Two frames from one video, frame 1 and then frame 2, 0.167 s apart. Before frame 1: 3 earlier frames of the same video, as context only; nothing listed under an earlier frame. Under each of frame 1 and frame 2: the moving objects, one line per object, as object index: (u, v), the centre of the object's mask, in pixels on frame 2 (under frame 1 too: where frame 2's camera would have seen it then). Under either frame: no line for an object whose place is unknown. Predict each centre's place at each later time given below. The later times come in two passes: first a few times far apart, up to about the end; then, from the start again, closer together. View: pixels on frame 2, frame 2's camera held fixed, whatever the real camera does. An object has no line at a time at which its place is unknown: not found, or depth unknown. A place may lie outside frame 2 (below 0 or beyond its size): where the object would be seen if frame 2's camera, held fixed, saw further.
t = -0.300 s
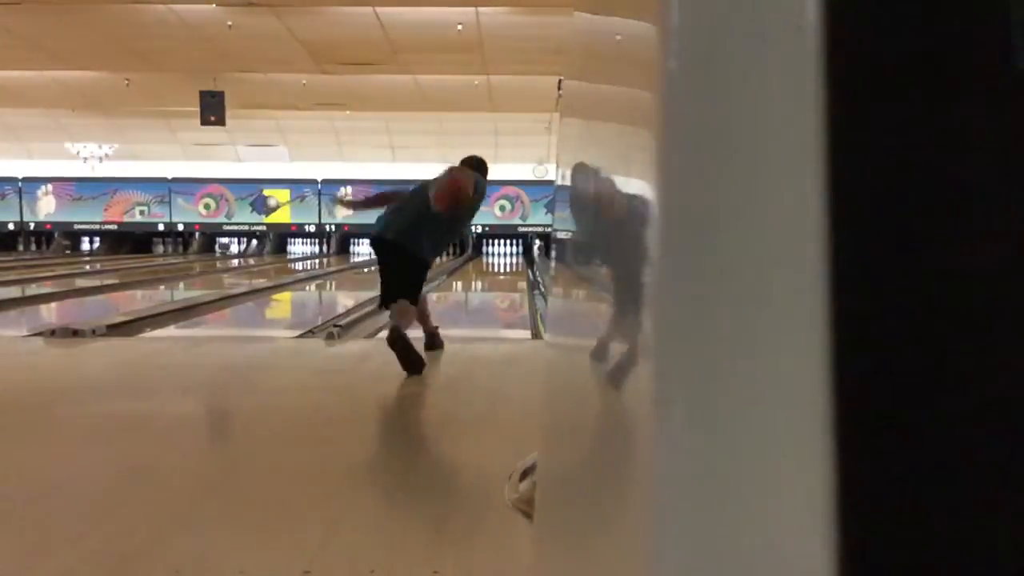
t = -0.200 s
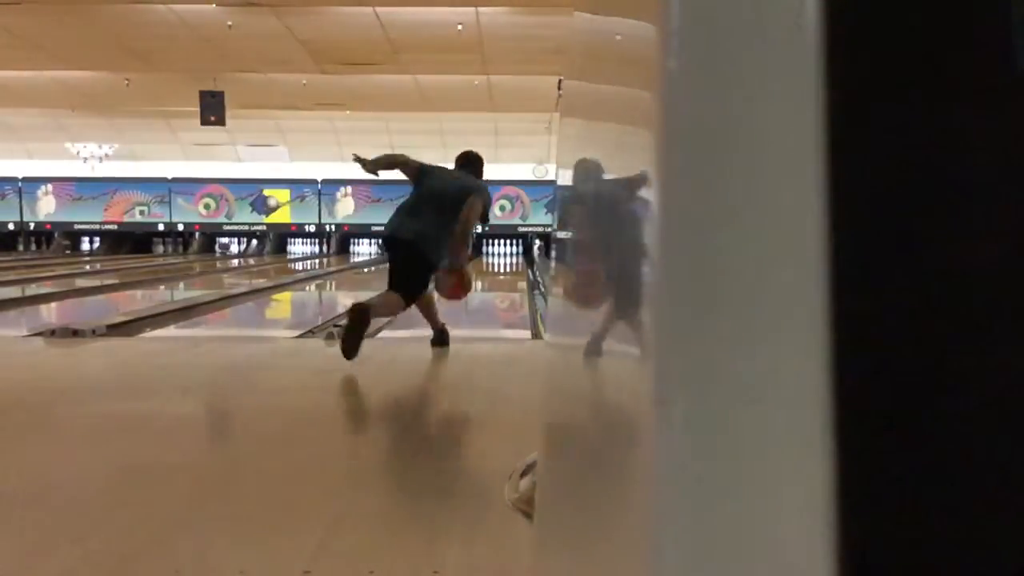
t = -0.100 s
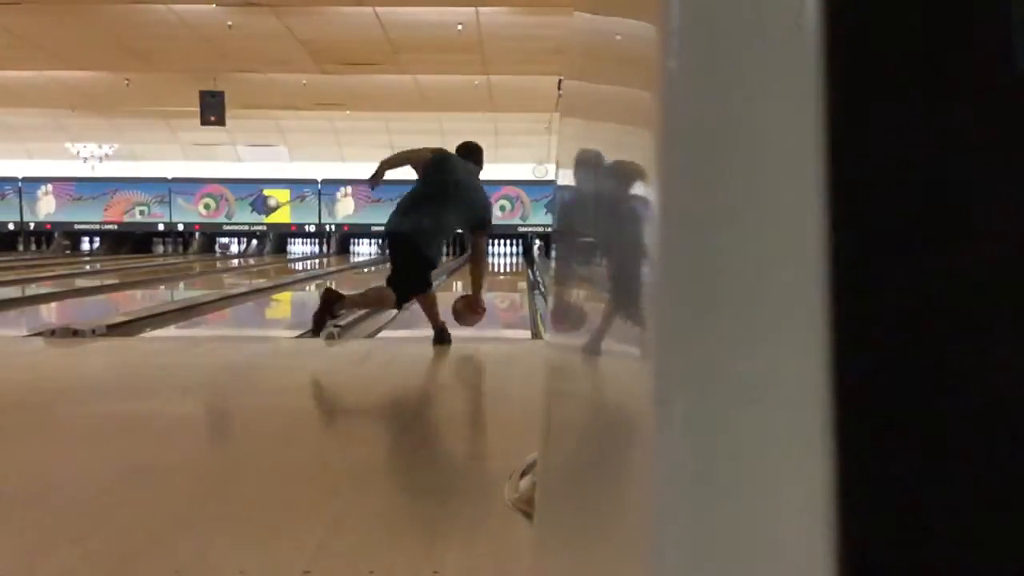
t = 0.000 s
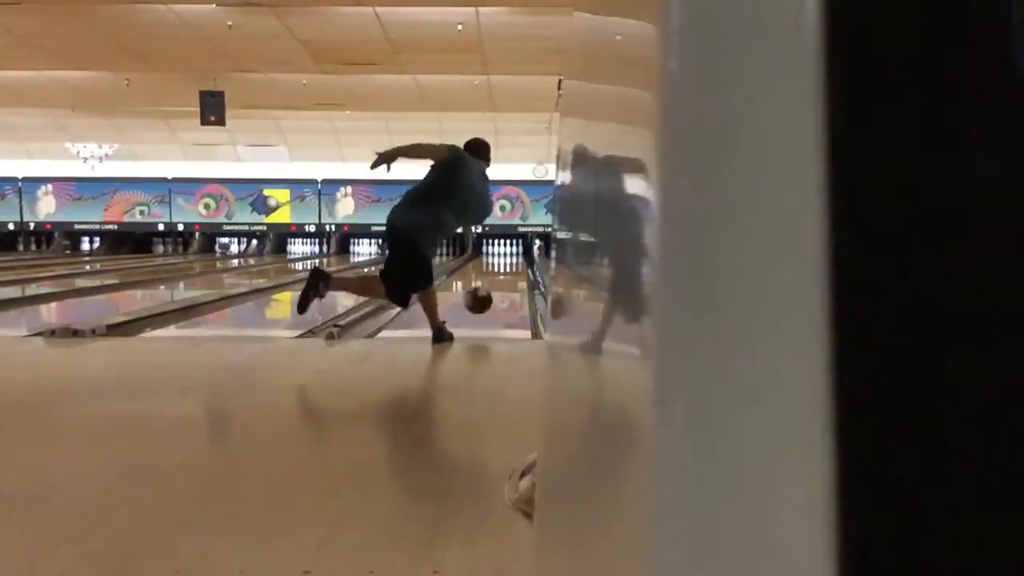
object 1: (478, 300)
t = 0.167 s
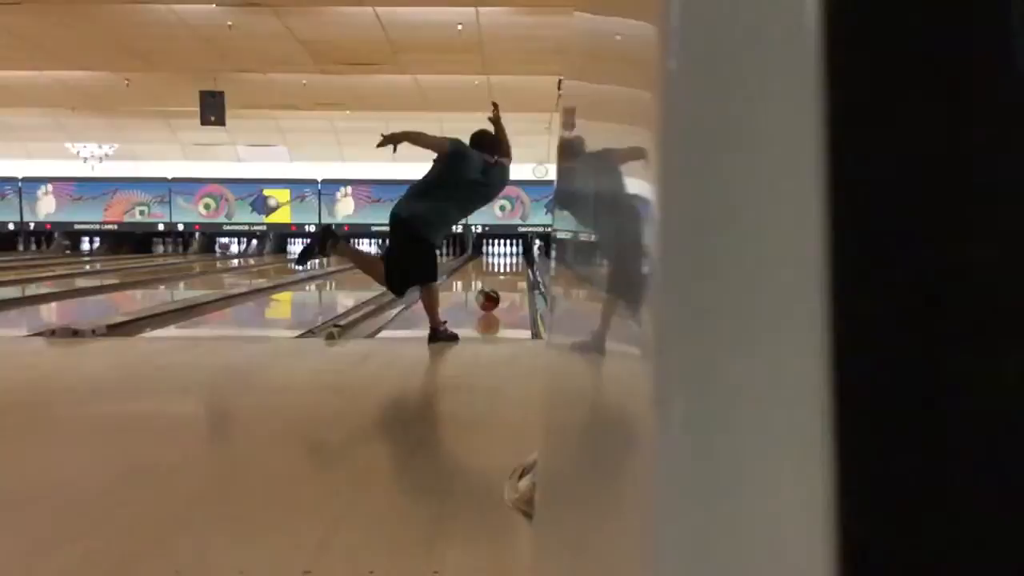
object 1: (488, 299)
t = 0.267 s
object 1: (491, 294)
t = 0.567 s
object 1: (496, 287)
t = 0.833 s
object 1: (498, 284)
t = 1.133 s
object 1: (501, 281)
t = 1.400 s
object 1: (502, 279)
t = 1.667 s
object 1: (504, 276)
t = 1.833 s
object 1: (505, 275)
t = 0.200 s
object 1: (489, 297)
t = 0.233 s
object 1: (490, 296)
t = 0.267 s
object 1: (491, 294)
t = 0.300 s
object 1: (491, 293)
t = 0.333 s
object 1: (492, 292)
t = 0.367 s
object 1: (493, 292)
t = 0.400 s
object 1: (495, 291)
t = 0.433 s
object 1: (495, 291)
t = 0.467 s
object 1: (496, 289)
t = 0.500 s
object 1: (495, 288)
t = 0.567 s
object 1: (496, 287)
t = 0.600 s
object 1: (496, 286)
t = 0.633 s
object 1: (496, 285)
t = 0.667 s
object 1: (496, 285)
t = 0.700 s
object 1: (497, 285)
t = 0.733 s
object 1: (497, 285)
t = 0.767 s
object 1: (497, 284)
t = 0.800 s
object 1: (498, 284)
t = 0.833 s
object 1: (498, 284)
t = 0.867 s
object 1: (500, 284)
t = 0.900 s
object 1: (500, 284)
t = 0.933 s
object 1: (501, 284)
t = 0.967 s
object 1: (502, 283)
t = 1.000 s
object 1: (502, 282)
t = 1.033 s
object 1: (503, 280)
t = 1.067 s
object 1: (501, 281)
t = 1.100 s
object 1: (501, 281)
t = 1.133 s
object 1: (501, 281)
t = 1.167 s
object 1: (501, 281)
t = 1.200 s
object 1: (501, 280)
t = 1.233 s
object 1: (501, 280)
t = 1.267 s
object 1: (501, 280)
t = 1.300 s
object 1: (502, 280)
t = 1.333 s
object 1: (501, 279)
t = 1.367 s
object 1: (502, 279)
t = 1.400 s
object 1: (502, 279)
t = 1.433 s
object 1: (502, 279)
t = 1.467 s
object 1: (503, 279)
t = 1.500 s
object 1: (503, 278)
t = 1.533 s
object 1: (503, 278)
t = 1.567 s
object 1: (503, 277)
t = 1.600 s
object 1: (504, 277)
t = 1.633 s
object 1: (504, 276)
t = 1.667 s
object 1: (504, 276)
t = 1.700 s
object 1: (504, 276)
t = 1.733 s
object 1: (505, 276)
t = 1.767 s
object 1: (504, 275)
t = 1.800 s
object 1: (505, 275)
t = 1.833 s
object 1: (505, 275)
